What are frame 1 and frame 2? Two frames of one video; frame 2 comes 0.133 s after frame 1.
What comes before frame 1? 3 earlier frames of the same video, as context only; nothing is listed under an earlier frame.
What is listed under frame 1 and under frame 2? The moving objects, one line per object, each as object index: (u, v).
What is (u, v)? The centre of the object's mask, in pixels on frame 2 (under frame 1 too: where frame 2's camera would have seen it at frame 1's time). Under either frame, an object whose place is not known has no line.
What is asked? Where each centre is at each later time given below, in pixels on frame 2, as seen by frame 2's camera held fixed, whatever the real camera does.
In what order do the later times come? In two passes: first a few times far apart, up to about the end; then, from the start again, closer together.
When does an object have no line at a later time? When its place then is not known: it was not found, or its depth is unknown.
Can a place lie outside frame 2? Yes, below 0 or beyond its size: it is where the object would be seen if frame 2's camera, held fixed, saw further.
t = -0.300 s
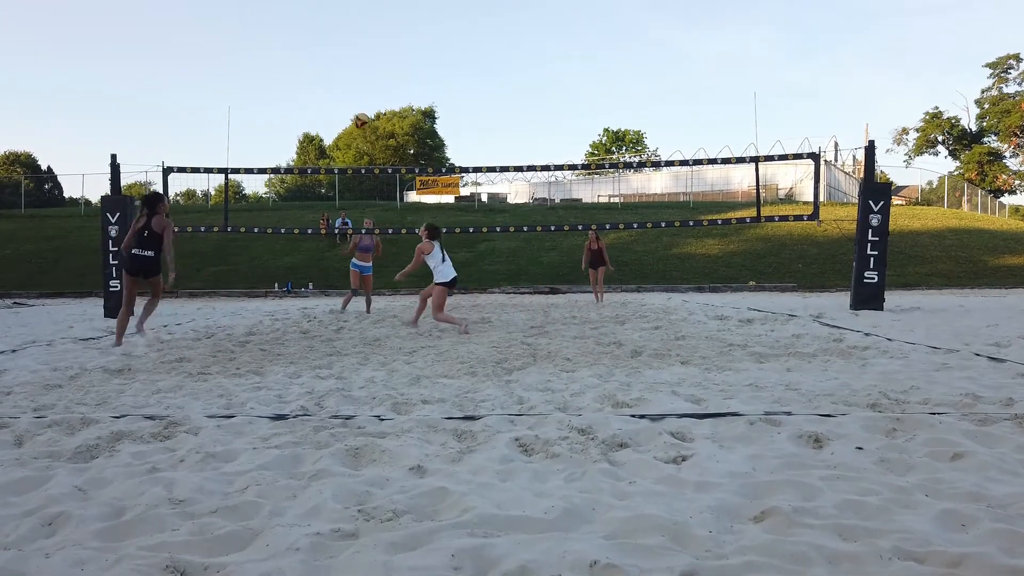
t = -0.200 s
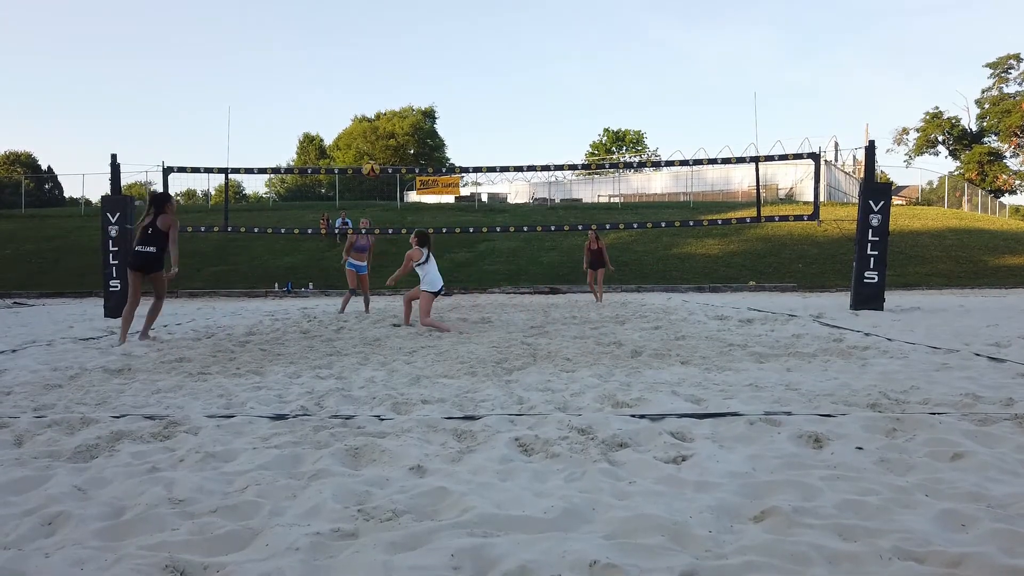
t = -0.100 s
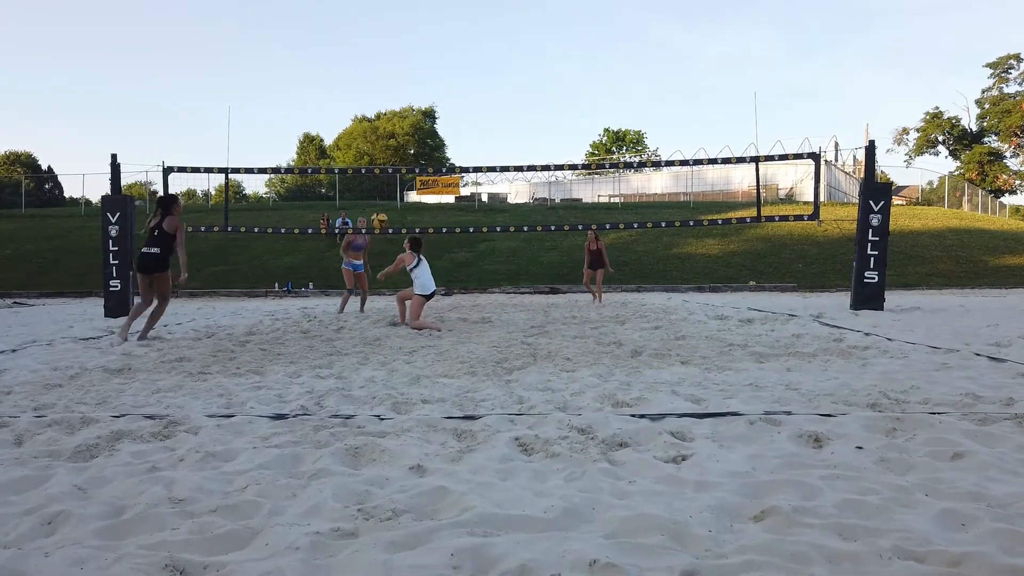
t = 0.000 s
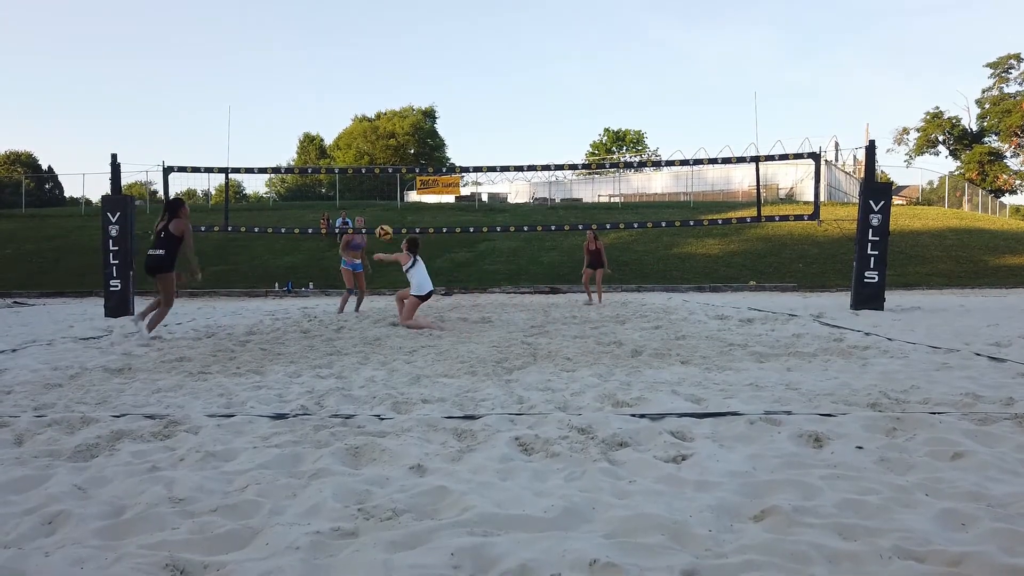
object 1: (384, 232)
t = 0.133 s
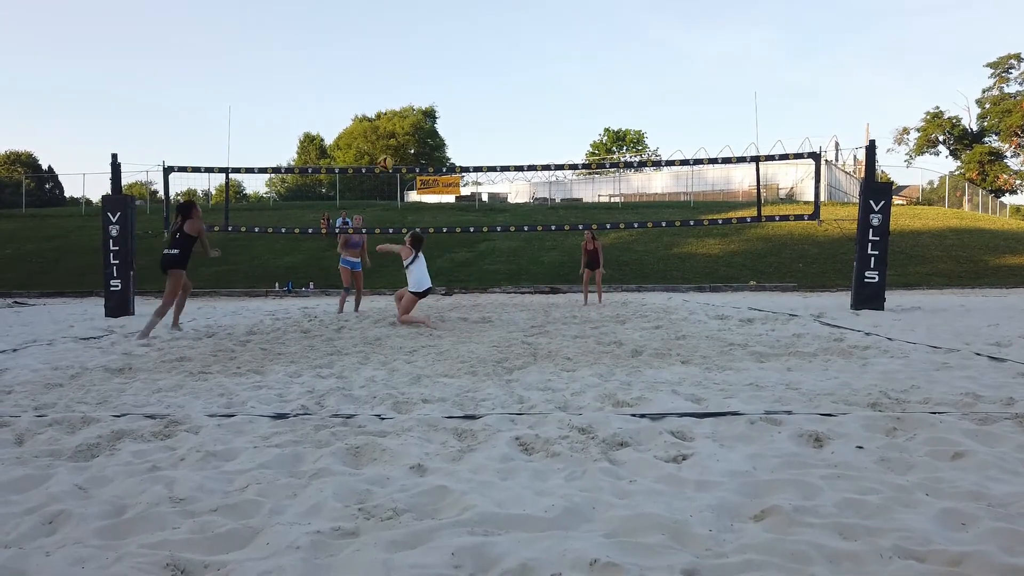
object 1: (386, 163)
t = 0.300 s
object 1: (387, 95)
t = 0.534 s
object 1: (392, 34)
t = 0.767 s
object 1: (398, 14)
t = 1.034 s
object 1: (406, 40)
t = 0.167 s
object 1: (386, 148)
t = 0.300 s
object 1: (387, 95)
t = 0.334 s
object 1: (388, 84)
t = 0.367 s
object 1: (388, 73)
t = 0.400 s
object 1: (389, 64)
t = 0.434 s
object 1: (390, 55)
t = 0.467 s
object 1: (390, 47)
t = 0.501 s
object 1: (391, 40)
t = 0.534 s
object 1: (392, 34)
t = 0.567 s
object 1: (393, 28)
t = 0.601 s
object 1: (394, 24)
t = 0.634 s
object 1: (394, 20)
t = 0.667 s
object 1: (395, 17)
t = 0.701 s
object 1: (396, 15)
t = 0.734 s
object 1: (397, 14)
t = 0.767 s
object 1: (398, 14)
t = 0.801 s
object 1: (399, 14)
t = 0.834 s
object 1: (400, 15)
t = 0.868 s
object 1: (401, 17)
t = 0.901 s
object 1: (402, 20)
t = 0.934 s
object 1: (403, 24)
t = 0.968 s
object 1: (404, 29)
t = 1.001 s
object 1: (405, 34)
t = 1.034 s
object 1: (406, 40)
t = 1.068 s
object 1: (407, 48)
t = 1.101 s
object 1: (408, 56)
